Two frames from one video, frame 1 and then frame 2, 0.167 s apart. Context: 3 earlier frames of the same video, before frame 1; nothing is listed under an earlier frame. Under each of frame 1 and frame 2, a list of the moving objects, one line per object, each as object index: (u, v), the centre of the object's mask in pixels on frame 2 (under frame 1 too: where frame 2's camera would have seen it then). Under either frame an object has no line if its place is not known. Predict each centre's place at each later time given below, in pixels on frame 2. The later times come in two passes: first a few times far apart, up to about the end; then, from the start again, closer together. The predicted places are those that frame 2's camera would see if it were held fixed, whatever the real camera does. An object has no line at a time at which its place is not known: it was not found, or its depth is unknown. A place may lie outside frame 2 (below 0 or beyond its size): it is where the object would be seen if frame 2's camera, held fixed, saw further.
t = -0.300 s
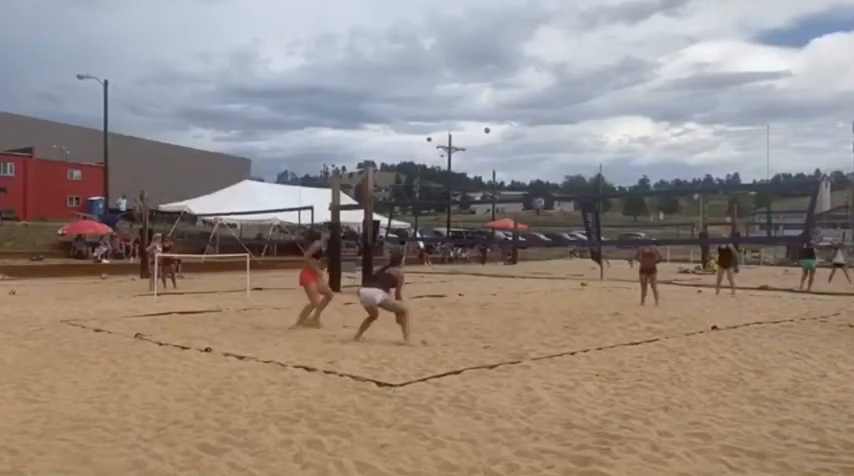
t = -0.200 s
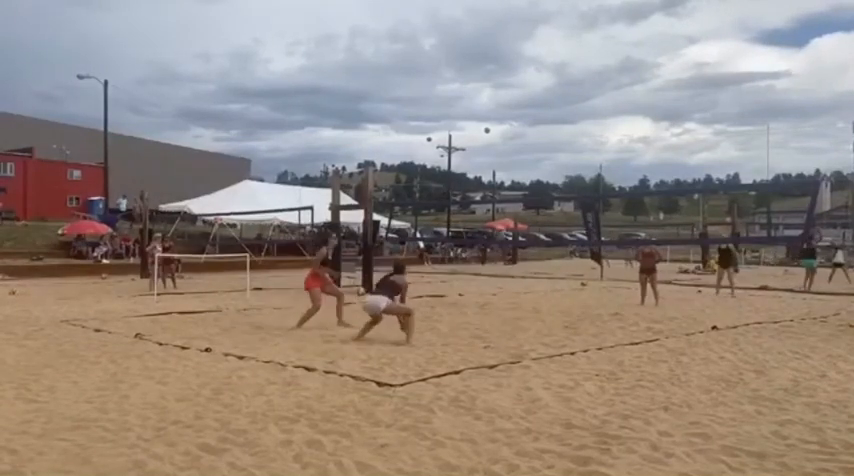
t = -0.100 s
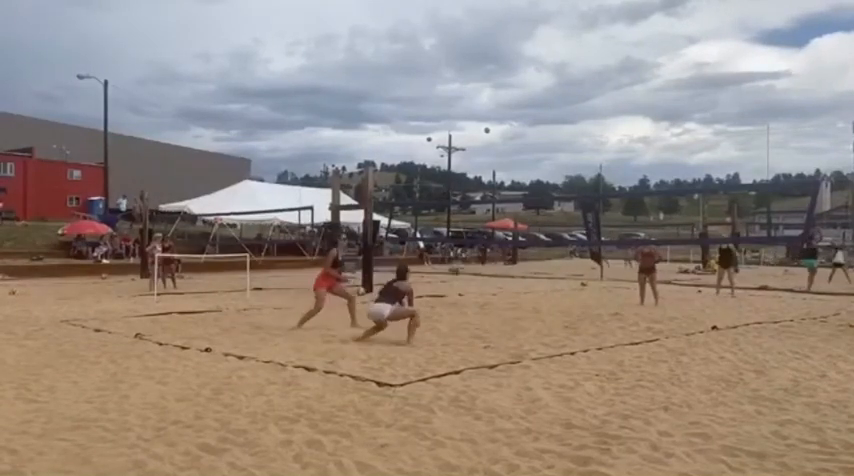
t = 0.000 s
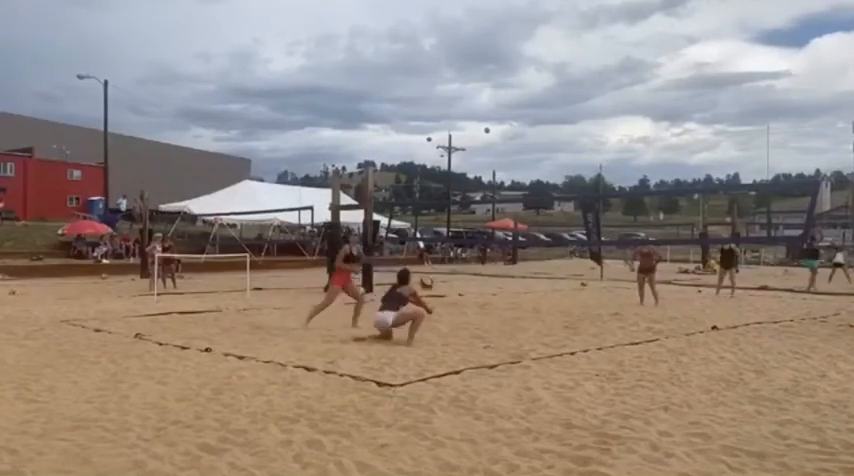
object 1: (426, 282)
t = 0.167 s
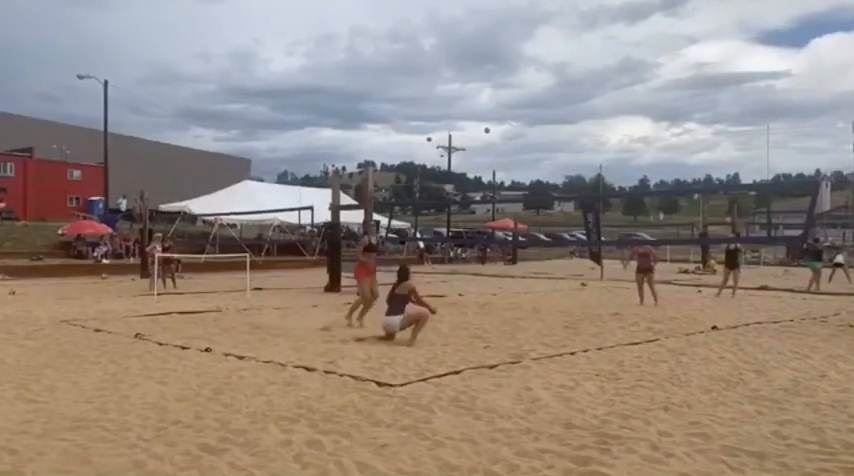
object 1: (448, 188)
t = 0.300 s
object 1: (461, 135)
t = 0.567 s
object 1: (483, 64)
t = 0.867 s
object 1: (501, 40)
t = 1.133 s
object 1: (513, 64)
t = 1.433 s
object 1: (521, 135)
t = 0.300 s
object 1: (461, 135)
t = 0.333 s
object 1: (465, 123)
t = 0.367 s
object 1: (467, 112)
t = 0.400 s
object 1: (471, 102)
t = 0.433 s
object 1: (473, 92)
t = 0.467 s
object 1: (476, 84)
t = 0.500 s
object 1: (478, 77)
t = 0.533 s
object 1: (481, 70)
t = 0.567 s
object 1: (483, 64)
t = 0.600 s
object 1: (486, 59)
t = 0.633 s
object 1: (488, 53)
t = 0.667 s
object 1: (490, 49)
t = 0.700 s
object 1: (492, 46)
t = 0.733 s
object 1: (494, 43)
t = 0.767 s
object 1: (496, 41)
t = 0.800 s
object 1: (497, 40)
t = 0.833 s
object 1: (499, 40)
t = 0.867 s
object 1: (501, 40)
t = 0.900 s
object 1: (502, 41)
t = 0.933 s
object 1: (504, 43)
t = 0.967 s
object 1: (506, 45)
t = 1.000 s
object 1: (507, 47)
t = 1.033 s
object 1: (508, 51)
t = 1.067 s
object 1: (510, 55)
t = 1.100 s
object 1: (511, 59)
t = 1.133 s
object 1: (513, 64)
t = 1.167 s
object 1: (513, 70)
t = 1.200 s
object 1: (515, 76)
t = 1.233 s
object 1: (516, 83)
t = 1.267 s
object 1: (517, 90)
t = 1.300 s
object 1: (518, 98)
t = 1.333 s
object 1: (518, 107)
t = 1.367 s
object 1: (519, 116)
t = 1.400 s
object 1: (520, 126)
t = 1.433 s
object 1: (521, 135)
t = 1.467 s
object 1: (522, 145)
